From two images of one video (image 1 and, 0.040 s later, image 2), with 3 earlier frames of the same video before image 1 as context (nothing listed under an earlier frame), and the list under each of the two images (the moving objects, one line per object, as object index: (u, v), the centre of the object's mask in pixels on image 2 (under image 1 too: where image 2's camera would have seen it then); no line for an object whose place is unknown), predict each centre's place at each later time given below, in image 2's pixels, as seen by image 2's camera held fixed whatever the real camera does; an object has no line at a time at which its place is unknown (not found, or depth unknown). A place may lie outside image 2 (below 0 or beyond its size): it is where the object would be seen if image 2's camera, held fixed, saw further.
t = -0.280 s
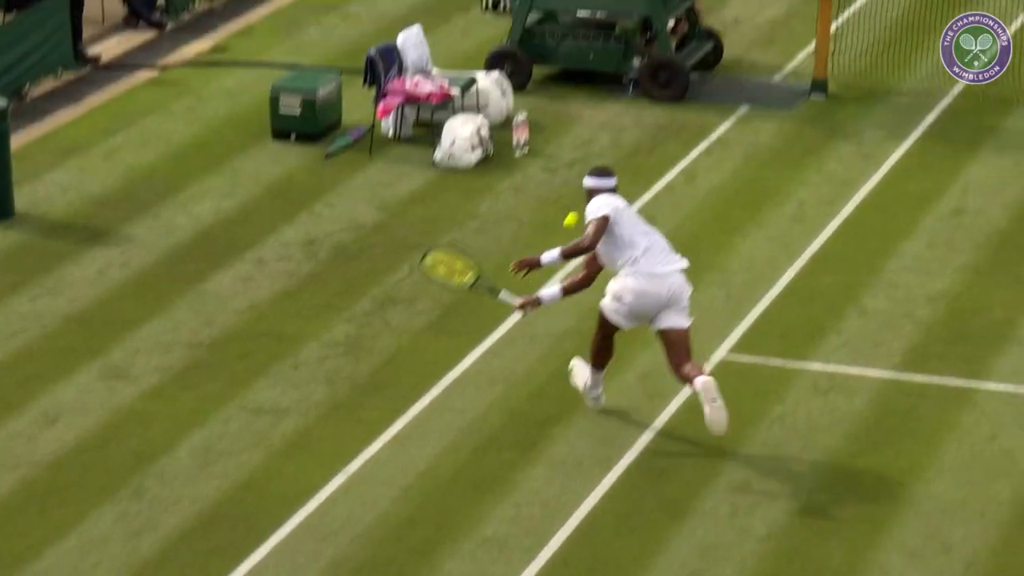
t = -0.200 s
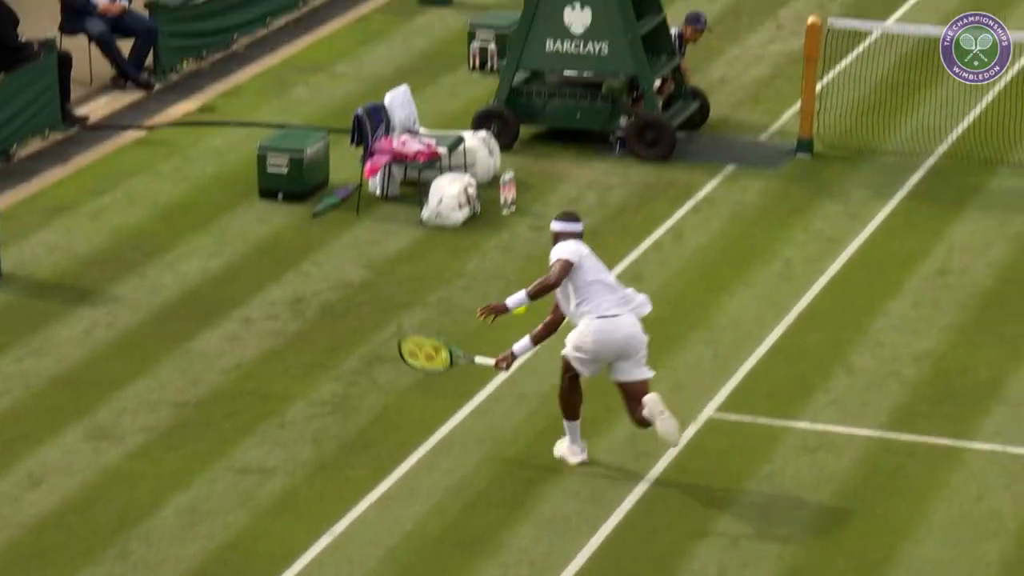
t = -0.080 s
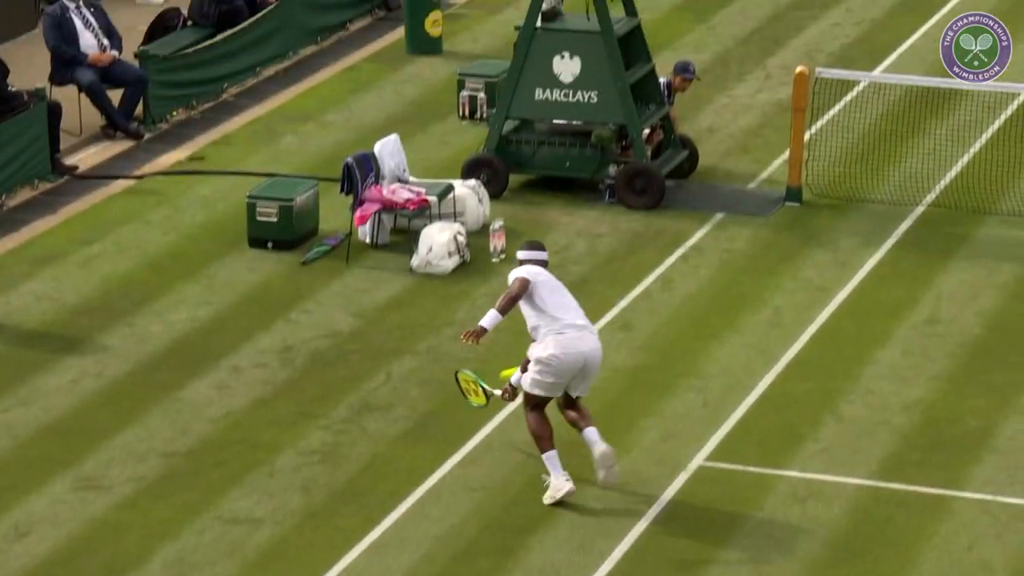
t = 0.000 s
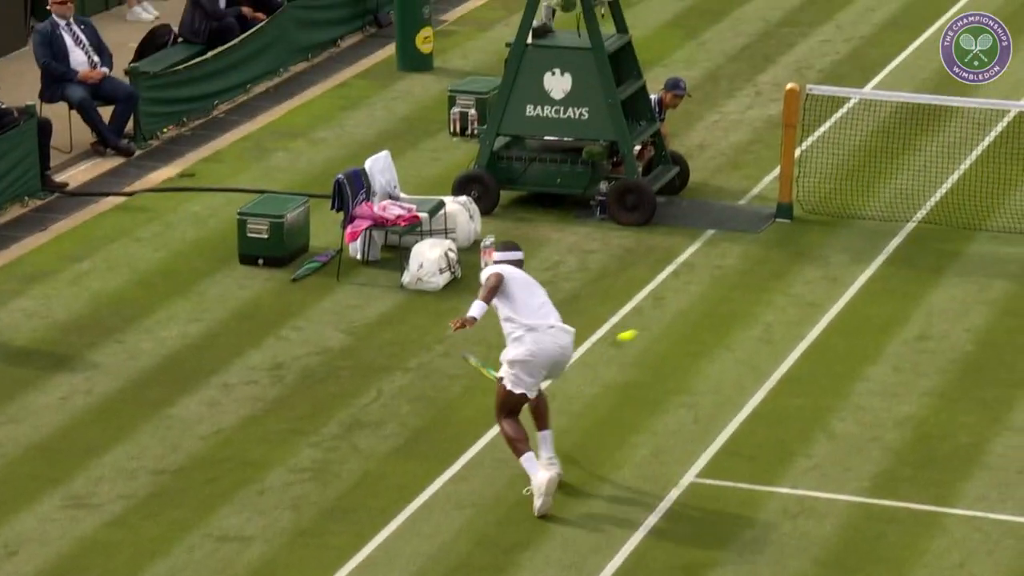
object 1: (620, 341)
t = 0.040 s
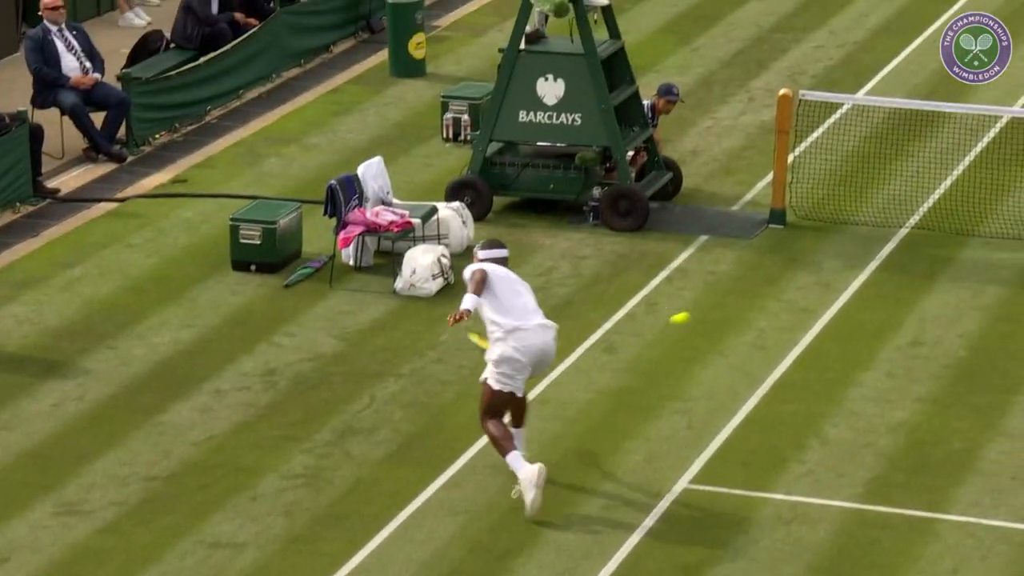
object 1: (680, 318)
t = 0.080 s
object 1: (738, 296)
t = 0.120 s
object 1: (795, 276)
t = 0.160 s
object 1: (864, 253)
